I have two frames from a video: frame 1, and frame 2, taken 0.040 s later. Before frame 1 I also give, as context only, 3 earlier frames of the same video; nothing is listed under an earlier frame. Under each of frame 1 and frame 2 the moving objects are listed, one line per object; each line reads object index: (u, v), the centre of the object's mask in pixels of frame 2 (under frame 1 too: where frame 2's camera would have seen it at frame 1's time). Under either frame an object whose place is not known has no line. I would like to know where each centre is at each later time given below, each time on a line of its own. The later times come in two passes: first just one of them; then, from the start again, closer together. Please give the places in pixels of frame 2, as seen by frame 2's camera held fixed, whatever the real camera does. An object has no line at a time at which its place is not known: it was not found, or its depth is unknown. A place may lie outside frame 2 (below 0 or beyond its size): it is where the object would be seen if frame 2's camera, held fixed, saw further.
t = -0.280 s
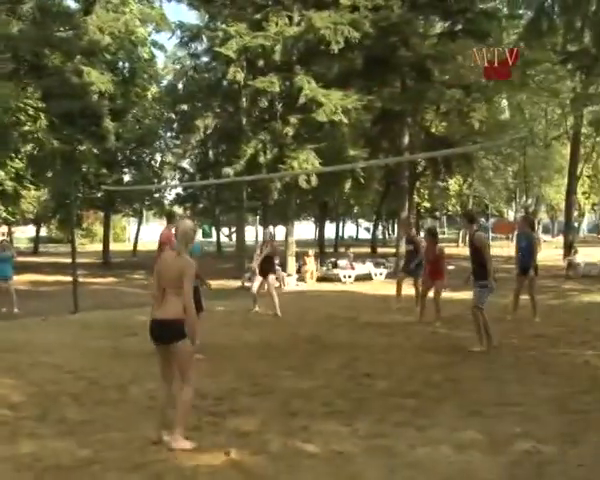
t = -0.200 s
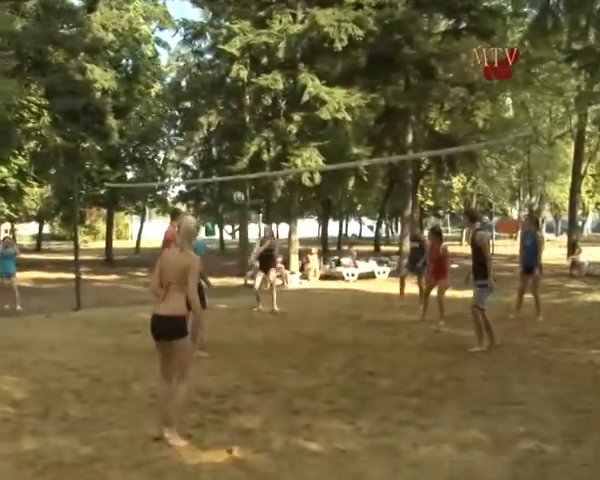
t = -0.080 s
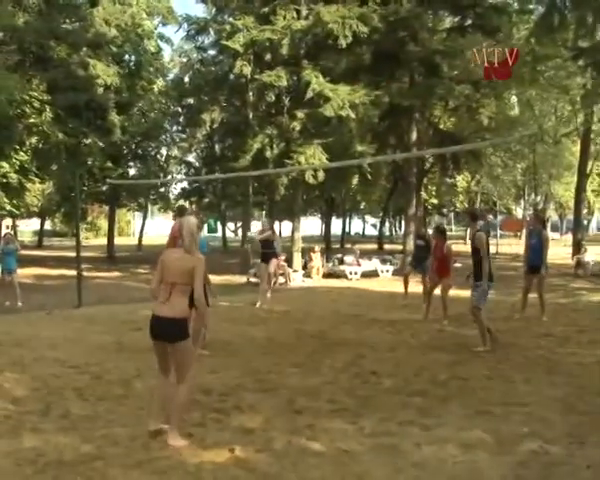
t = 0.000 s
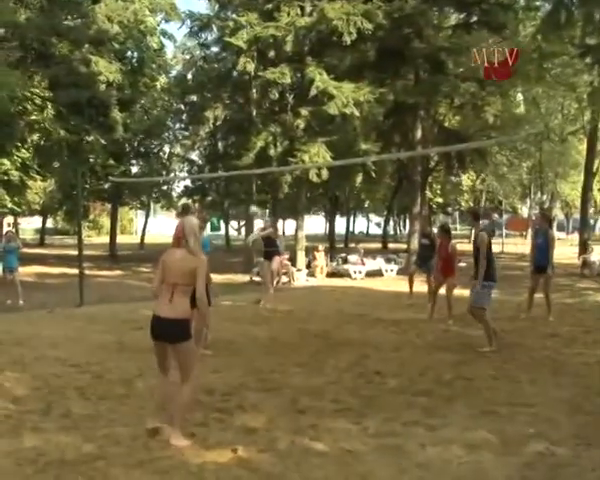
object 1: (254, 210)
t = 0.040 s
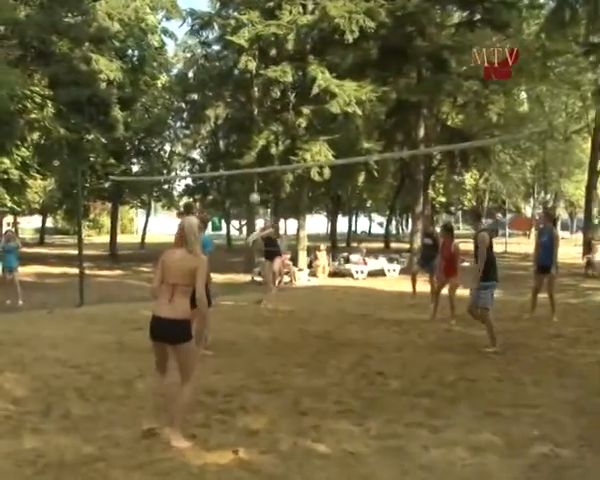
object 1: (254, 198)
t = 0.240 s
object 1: (248, 148)
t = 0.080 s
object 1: (253, 187)
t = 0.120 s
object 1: (252, 176)
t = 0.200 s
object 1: (249, 155)
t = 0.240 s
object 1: (248, 148)
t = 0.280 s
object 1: (247, 140)
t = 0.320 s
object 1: (246, 133)
